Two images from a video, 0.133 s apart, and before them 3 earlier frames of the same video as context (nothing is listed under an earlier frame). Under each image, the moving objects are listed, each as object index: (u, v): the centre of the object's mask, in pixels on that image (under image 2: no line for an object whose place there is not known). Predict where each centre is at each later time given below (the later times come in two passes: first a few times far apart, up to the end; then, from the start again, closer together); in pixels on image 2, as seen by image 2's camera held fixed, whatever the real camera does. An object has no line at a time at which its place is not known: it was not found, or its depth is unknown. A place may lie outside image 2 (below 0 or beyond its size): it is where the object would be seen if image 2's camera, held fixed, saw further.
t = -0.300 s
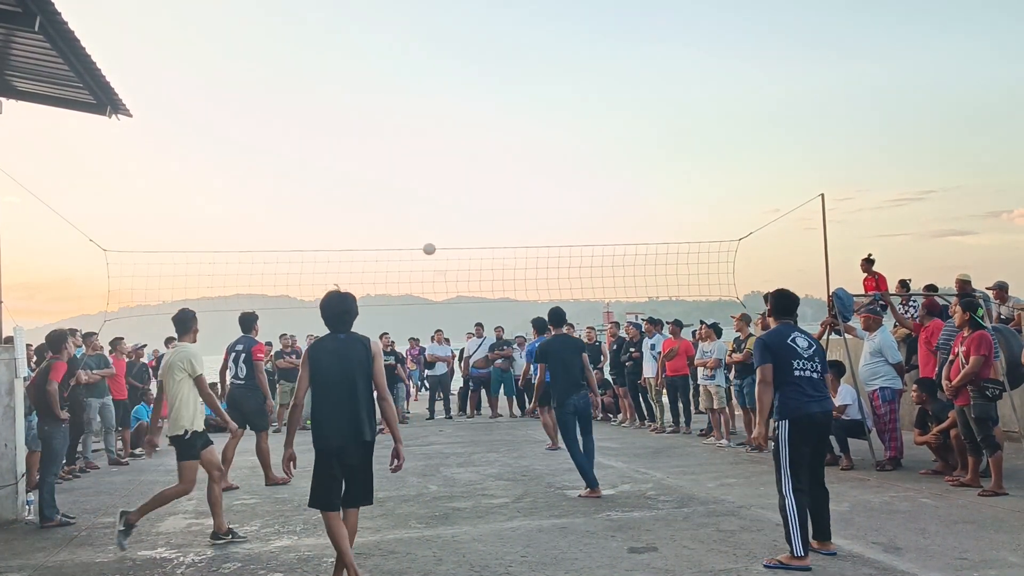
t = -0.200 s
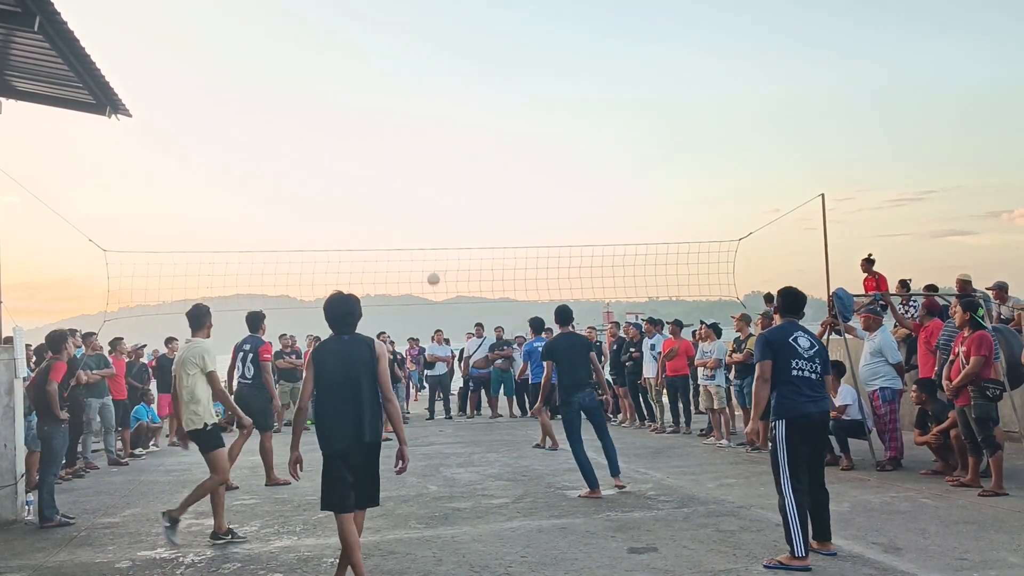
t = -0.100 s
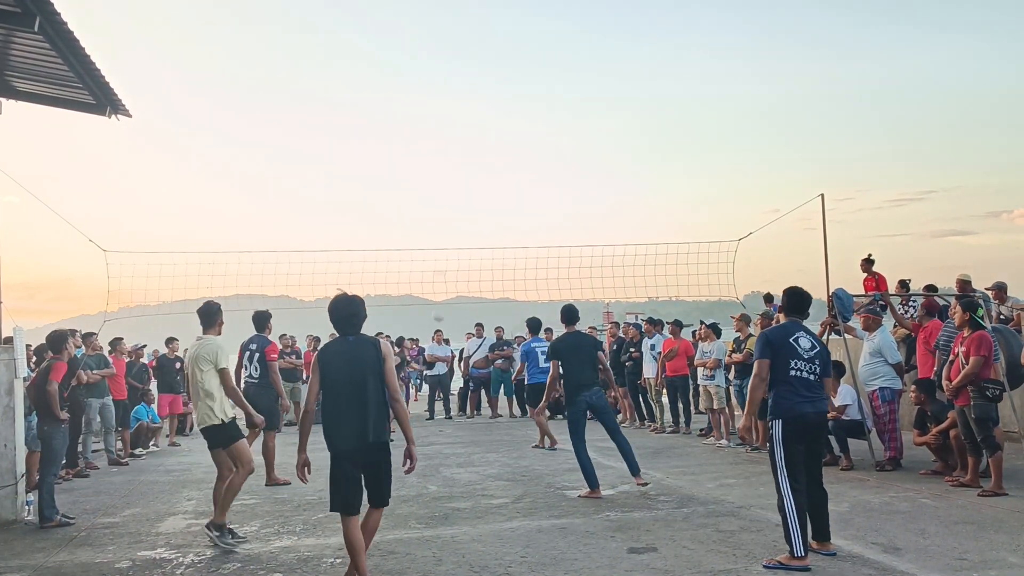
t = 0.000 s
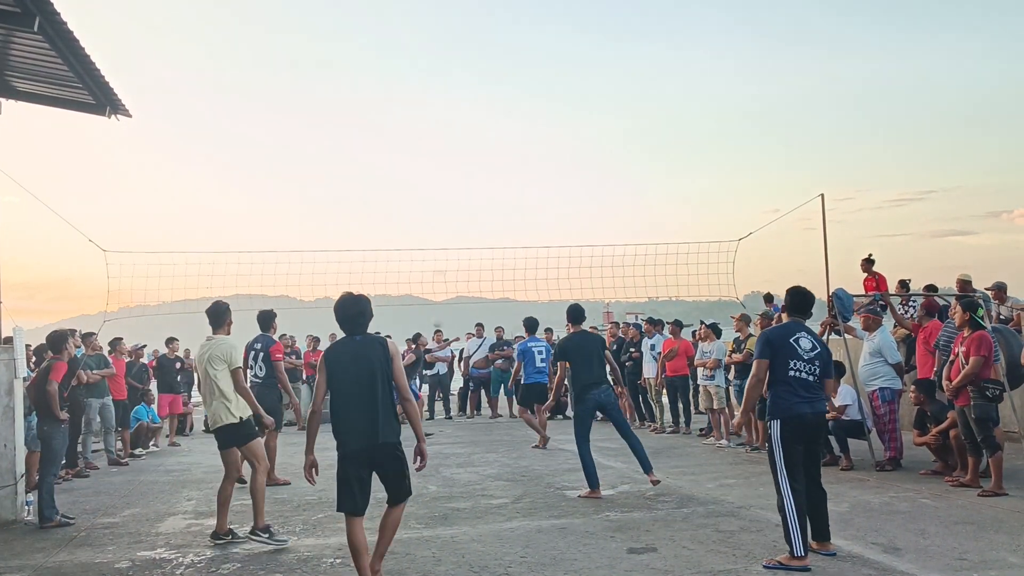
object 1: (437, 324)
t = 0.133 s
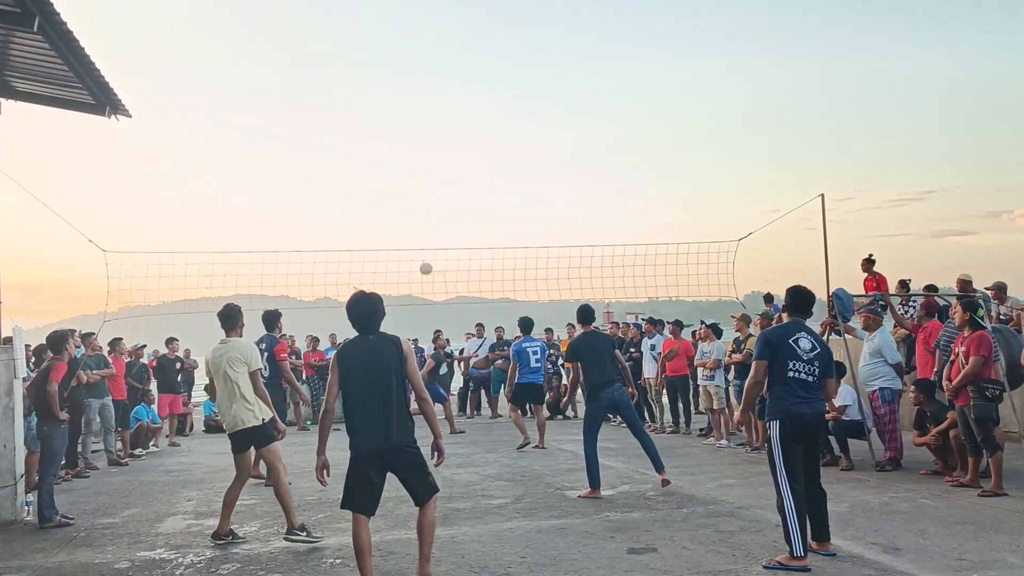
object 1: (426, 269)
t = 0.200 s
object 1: (420, 245)
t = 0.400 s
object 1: (399, 189)
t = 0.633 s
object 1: (374, 151)
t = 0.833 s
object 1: (350, 147)
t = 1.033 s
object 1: (324, 174)
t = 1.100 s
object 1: (315, 191)
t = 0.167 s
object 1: (423, 257)
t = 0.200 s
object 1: (420, 245)
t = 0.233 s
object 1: (416, 234)
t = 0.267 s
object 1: (413, 224)
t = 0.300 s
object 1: (410, 214)
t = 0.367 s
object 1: (403, 196)
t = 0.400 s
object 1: (399, 189)
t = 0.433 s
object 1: (396, 181)
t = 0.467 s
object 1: (393, 174)
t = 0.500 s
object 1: (389, 168)
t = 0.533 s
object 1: (385, 163)
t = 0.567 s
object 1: (382, 158)
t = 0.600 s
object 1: (378, 154)
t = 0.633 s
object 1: (374, 151)
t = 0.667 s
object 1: (370, 148)
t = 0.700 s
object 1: (366, 146)
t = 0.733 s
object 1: (362, 145)
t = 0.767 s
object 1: (358, 145)
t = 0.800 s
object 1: (354, 146)
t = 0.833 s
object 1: (350, 147)
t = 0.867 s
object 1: (346, 149)
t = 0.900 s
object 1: (342, 153)
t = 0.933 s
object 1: (338, 157)
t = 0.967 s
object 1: (334, 161)
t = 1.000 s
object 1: (329, 167)
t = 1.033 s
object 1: (324, 174)
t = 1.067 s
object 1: (320, 182)
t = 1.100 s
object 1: (315, 191)
